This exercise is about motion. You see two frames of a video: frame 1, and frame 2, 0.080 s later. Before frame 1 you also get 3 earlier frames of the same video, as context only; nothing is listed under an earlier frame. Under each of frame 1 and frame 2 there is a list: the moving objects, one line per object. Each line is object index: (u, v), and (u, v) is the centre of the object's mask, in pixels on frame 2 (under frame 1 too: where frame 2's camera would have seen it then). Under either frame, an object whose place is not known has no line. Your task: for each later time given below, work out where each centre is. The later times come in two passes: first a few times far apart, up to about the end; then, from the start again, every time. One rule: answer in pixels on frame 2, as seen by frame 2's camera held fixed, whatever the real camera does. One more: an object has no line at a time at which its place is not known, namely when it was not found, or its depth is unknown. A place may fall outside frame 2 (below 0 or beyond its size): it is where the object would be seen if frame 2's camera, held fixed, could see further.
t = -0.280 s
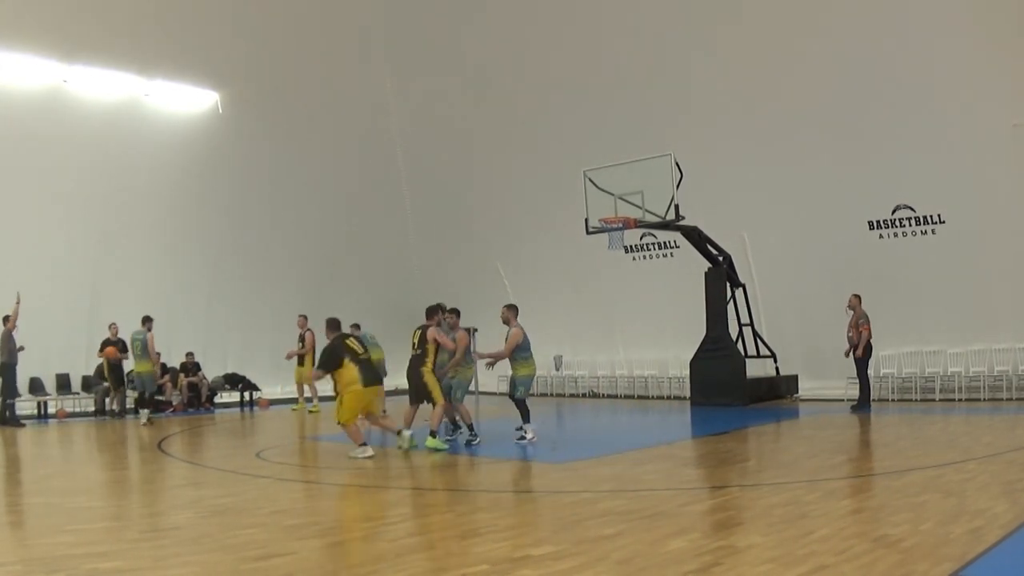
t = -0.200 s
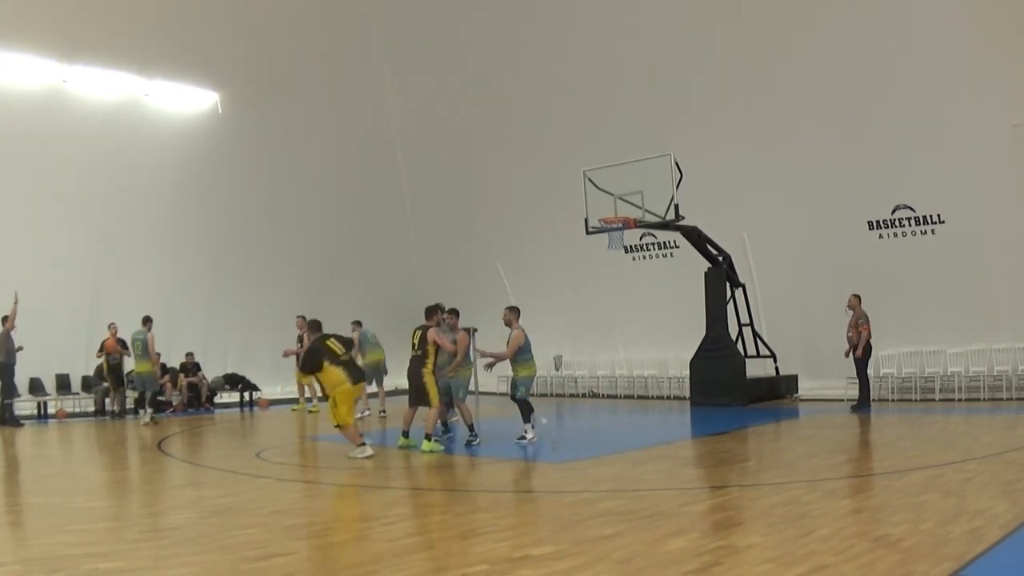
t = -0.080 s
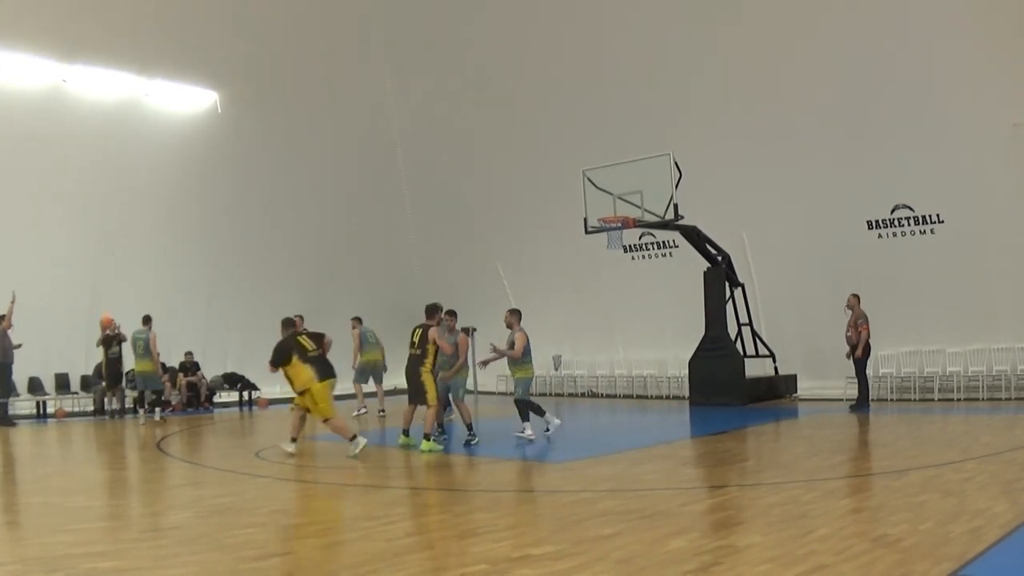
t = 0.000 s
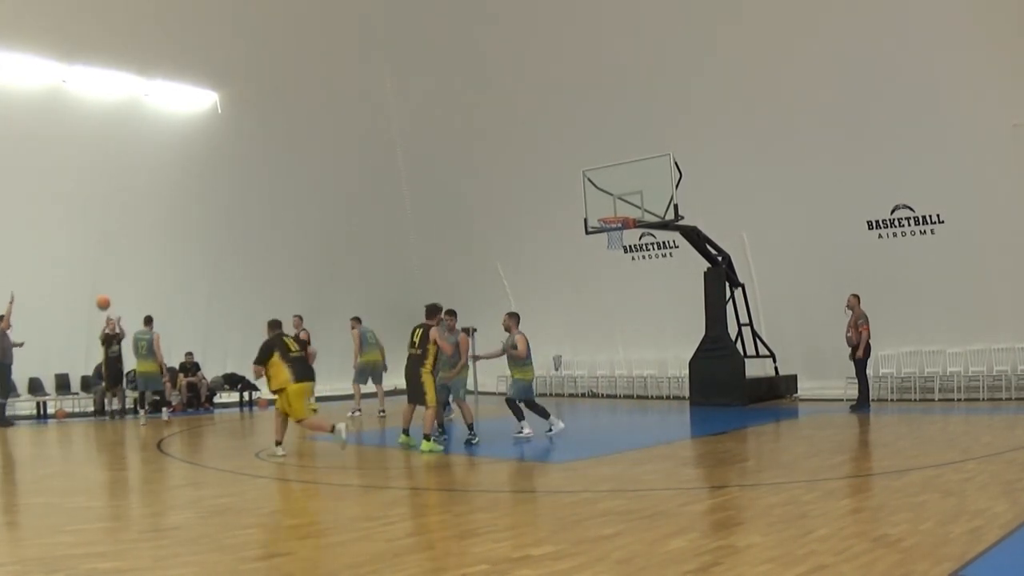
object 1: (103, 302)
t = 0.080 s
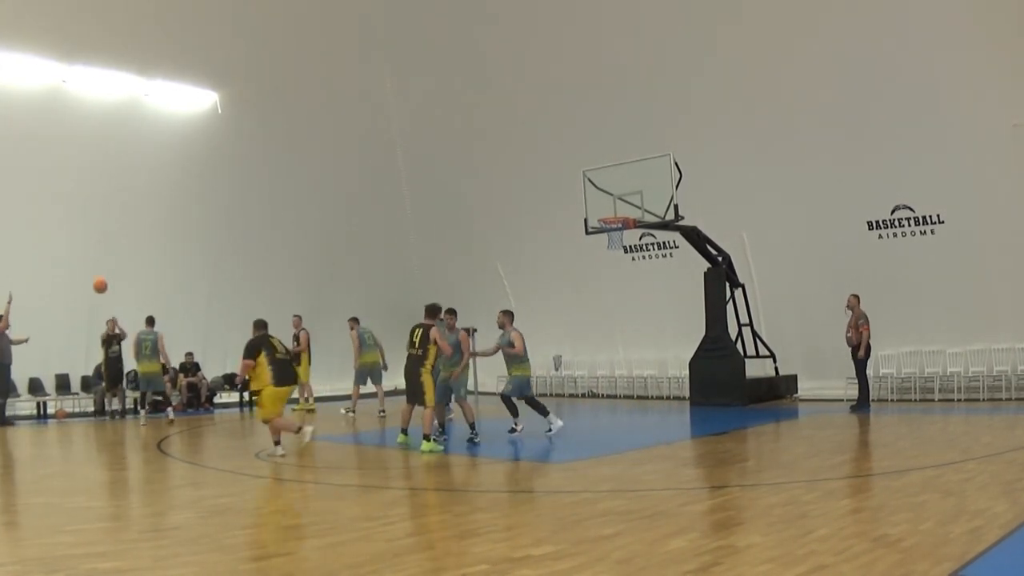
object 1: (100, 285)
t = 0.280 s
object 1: (91, 255)
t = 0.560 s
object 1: (79, 252)
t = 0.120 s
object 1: (98, 277)
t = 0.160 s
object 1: (97, 270)
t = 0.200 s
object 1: (95, 264)
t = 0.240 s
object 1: (93, 259)
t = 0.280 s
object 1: (91, 255)
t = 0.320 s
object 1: (89, 252)
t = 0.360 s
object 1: (88, 249)
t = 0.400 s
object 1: (86, 247)
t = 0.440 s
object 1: (85, 247)
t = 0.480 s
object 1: (83, 248)
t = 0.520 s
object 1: (81, 249)
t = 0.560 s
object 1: (79, 252)
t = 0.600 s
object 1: (77, 256)
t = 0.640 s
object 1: (75, 262)
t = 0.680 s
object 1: (73, 268)
